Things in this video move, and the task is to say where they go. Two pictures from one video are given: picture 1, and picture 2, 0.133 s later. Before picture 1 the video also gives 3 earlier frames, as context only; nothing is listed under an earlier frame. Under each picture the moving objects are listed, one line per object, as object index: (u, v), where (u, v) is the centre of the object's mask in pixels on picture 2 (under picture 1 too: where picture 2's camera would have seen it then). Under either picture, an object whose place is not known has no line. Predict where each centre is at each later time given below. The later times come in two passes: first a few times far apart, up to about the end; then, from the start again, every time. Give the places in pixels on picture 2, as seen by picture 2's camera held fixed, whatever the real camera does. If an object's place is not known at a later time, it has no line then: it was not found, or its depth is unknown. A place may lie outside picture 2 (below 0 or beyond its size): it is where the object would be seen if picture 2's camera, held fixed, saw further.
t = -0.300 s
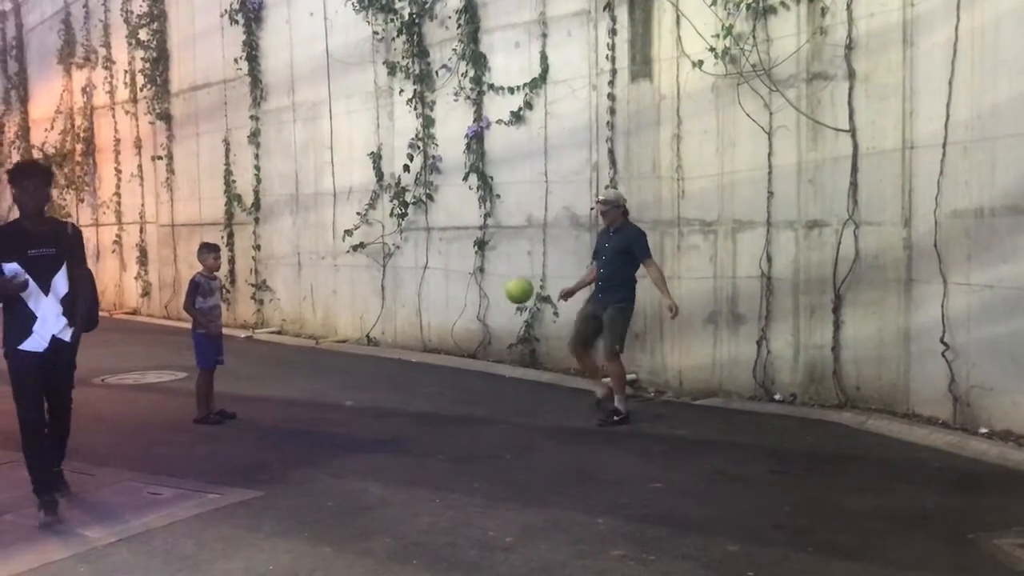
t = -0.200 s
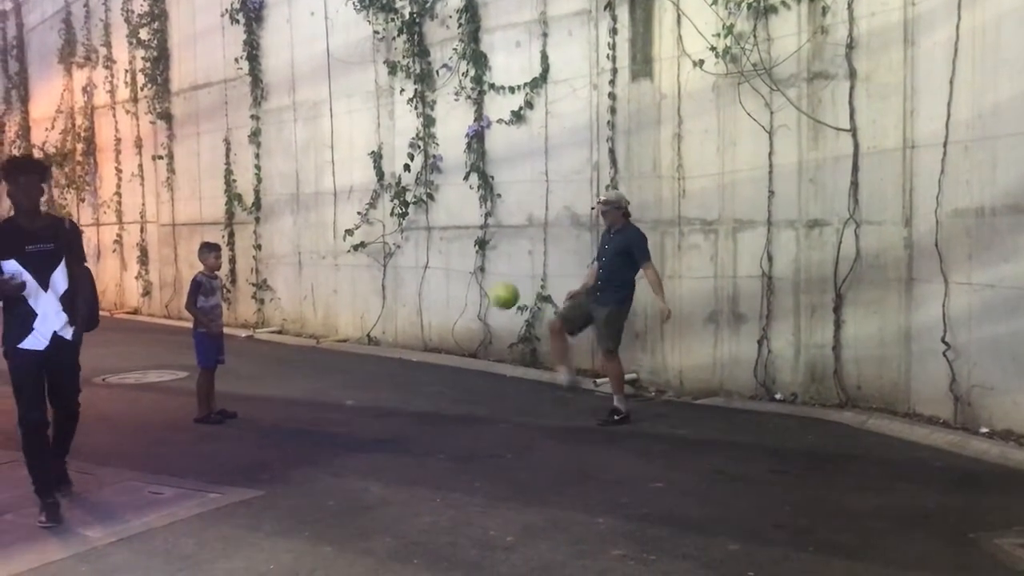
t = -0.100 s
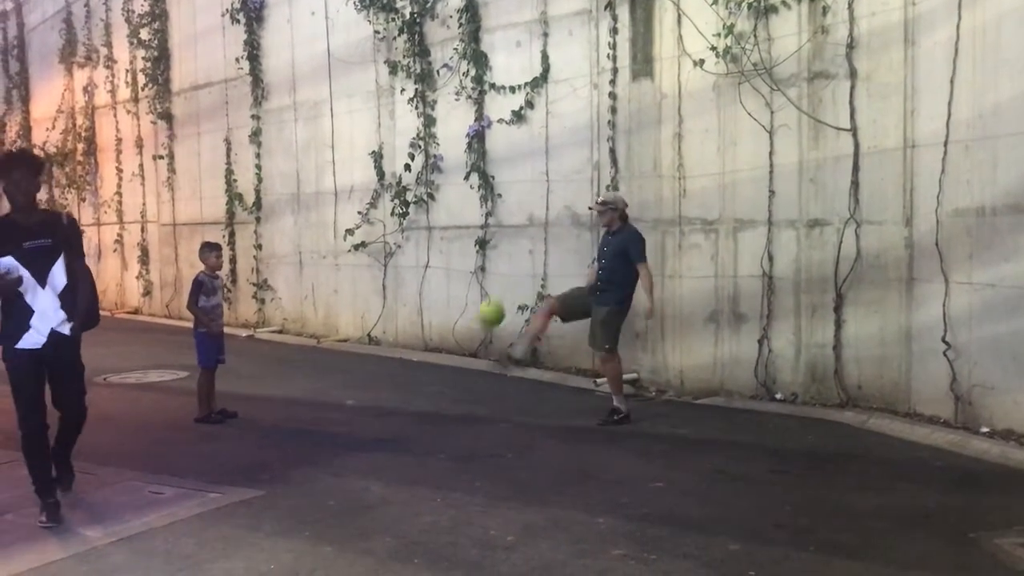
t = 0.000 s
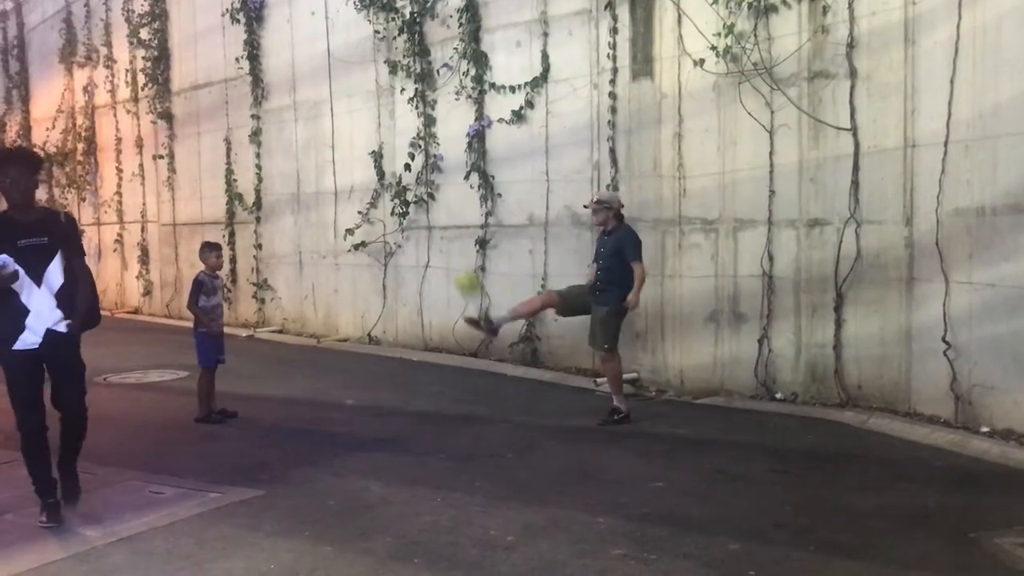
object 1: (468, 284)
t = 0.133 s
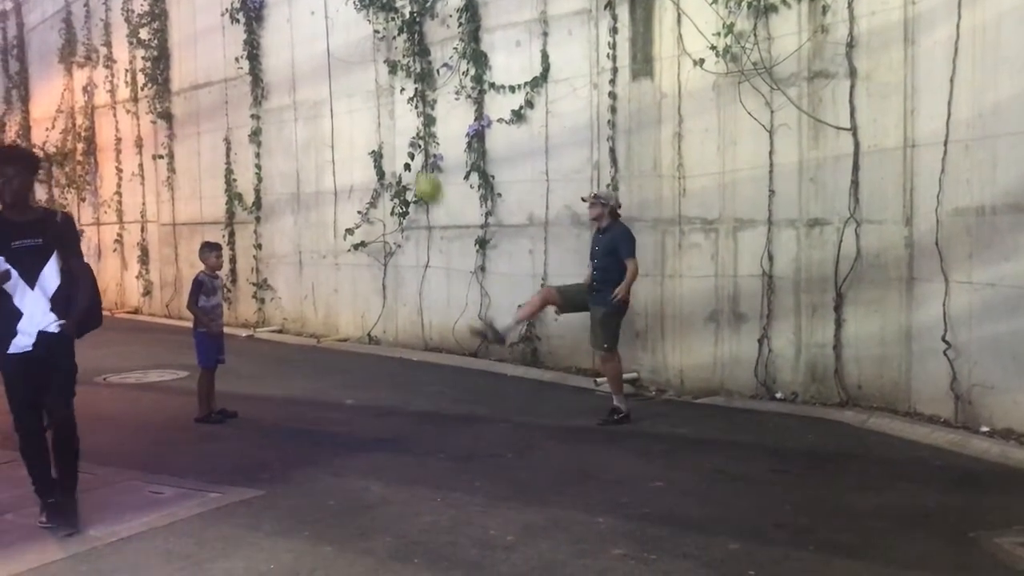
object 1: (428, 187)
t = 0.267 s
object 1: (387, 116)
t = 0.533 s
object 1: (305, 44)
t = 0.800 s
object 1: (225, 70)
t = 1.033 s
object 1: (157, 182)
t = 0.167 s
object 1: (417, 168)
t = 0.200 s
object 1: (407, 151)
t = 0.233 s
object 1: (397, 131)
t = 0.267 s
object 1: (387, 116)
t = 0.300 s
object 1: (378, 102)
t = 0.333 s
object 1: (367, 90)
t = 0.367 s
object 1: (356, 78)
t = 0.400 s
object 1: (346, 67)
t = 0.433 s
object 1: (336, 59)
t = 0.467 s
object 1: (326, 53)
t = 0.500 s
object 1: (316, 48)
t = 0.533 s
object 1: (305, 44)
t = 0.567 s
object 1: (295, 42)
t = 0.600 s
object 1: (285, 41)
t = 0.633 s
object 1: (275, 41)
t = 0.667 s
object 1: (264, 44)
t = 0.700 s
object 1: (254, 48)
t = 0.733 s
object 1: (245, 54)
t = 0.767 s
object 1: (235, 62)
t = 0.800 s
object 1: (225, 70)
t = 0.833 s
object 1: (217, 81)
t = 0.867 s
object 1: (204, 94)
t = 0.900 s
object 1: (197, 108)
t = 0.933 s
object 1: (185, 124)
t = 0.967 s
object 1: (175, 141)
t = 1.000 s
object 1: (167, 159)
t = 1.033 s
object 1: (157, 182)
